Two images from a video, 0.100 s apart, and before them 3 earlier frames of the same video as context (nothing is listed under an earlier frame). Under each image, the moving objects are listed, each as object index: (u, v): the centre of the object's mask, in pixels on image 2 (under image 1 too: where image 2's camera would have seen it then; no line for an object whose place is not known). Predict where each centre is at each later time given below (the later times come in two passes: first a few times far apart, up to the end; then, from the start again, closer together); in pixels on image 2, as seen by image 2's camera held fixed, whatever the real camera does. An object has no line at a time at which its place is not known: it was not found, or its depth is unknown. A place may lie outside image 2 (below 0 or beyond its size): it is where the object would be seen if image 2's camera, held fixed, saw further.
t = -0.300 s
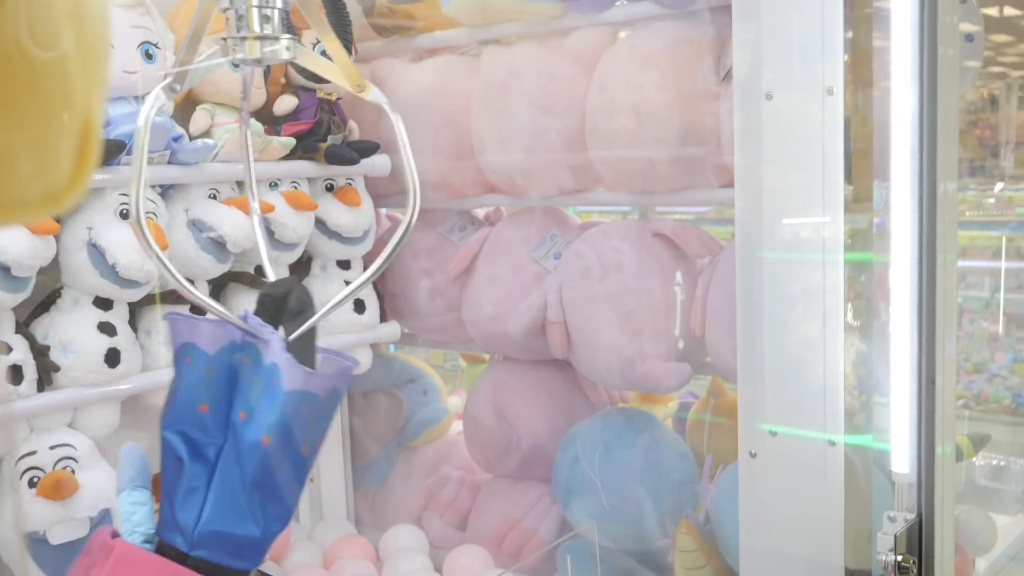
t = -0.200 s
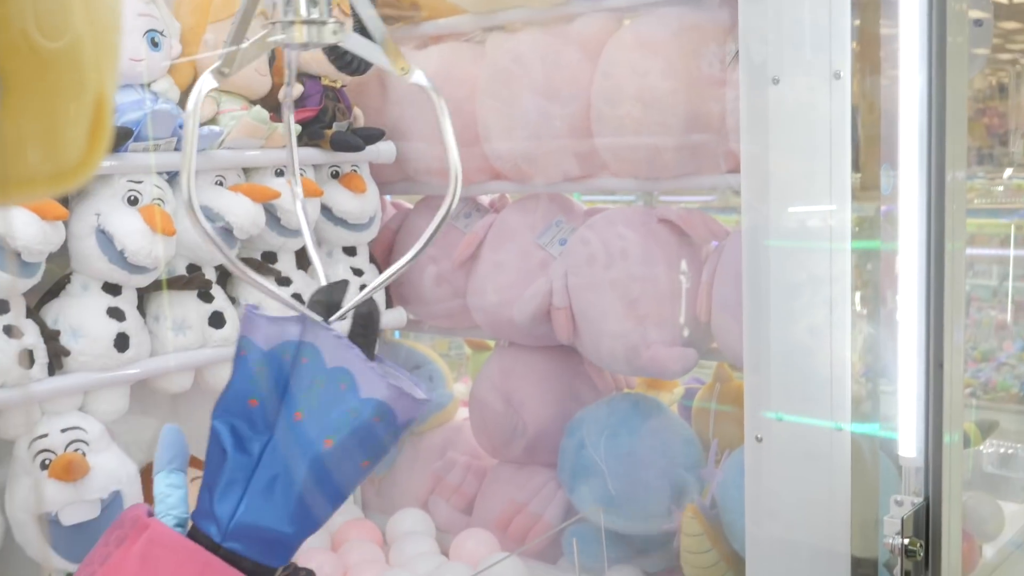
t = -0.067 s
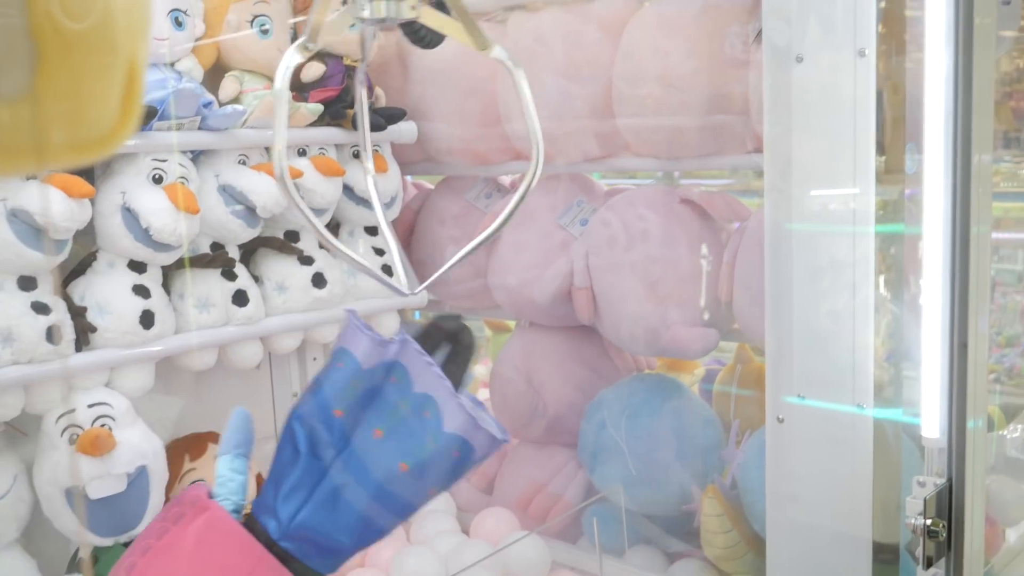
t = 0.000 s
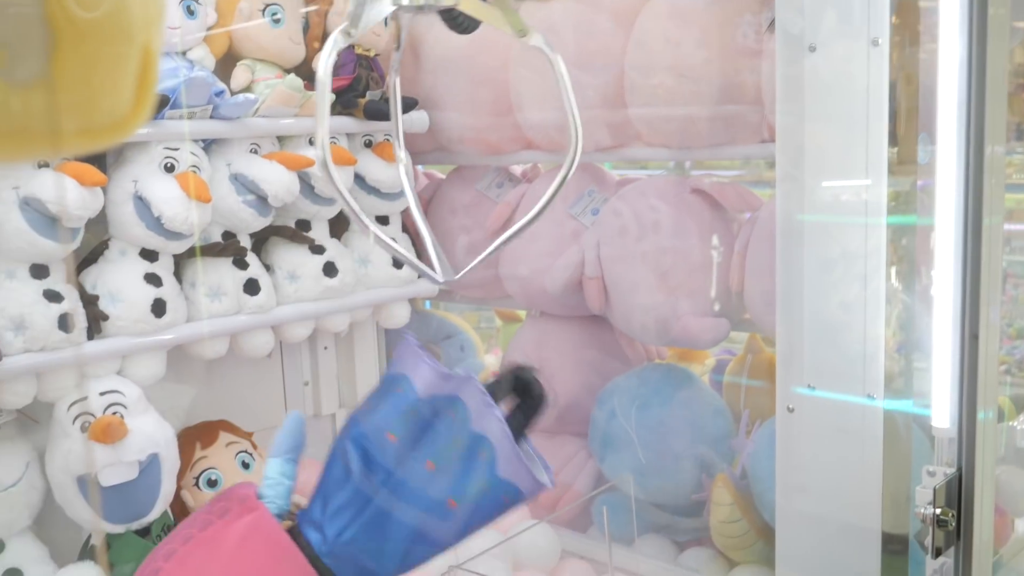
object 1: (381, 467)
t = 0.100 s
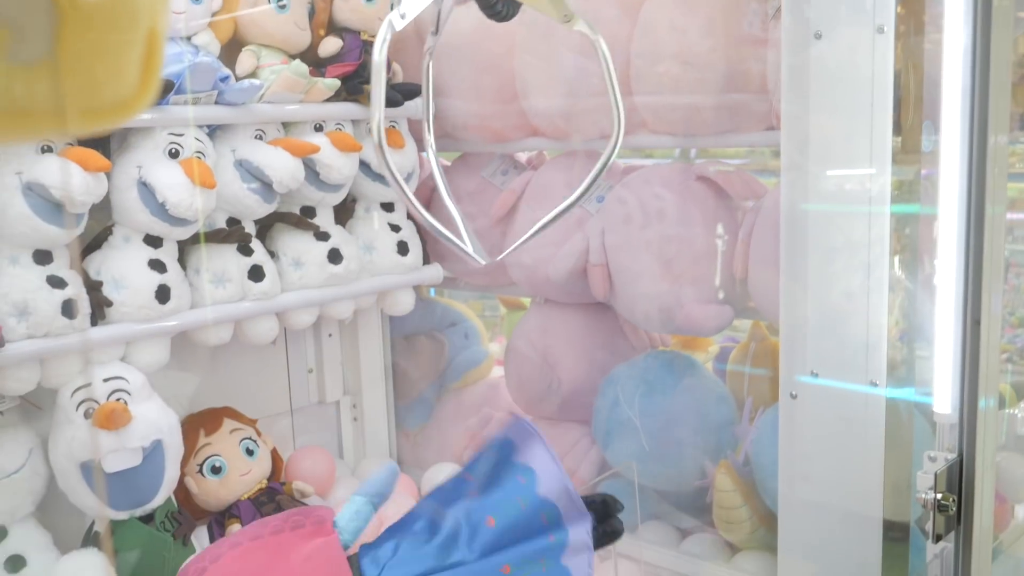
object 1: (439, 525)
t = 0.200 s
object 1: (437, 541)
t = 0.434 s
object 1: (384, 567)
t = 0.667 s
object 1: (371, 573)
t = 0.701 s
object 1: (369, 574)
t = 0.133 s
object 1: (429, 536)
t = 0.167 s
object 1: (434, 537)
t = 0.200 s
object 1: (437, 541)
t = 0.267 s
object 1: (417, 554)
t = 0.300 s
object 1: (403, 559)
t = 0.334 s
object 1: (394, 562)
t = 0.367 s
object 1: (391, 564)
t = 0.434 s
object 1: (384, 567)
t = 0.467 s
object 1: (382, 568)
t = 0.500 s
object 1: (380, 569)
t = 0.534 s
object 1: (378, 570)
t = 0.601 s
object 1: (374, 572)
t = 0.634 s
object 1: (372, 573)
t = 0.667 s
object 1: (371, 573)
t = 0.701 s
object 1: (369, 574)
